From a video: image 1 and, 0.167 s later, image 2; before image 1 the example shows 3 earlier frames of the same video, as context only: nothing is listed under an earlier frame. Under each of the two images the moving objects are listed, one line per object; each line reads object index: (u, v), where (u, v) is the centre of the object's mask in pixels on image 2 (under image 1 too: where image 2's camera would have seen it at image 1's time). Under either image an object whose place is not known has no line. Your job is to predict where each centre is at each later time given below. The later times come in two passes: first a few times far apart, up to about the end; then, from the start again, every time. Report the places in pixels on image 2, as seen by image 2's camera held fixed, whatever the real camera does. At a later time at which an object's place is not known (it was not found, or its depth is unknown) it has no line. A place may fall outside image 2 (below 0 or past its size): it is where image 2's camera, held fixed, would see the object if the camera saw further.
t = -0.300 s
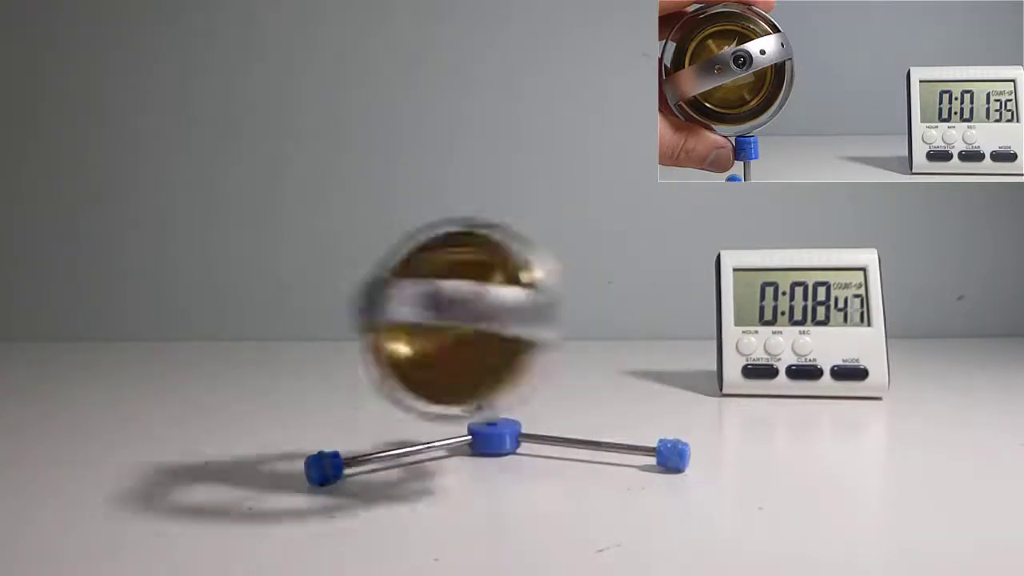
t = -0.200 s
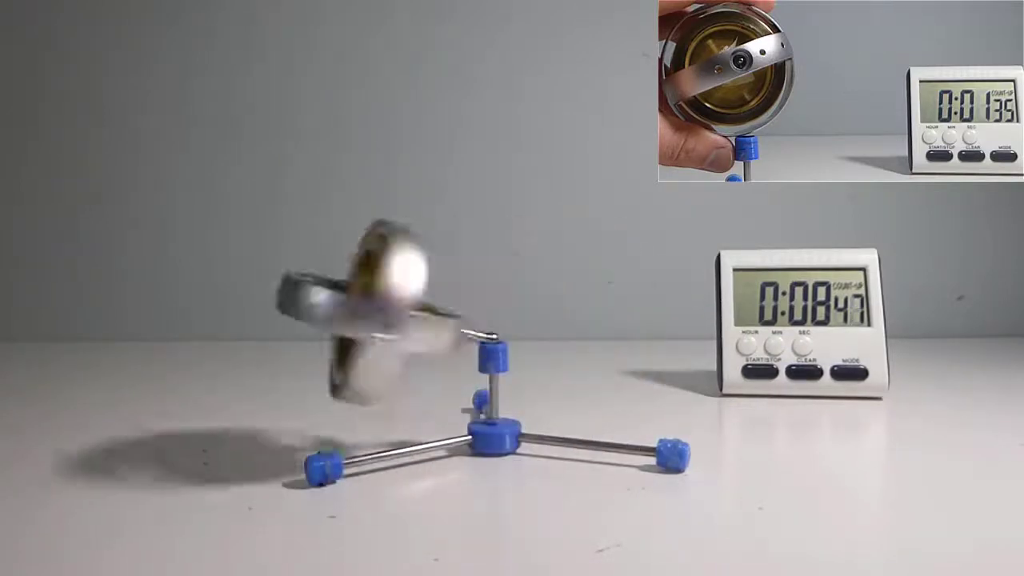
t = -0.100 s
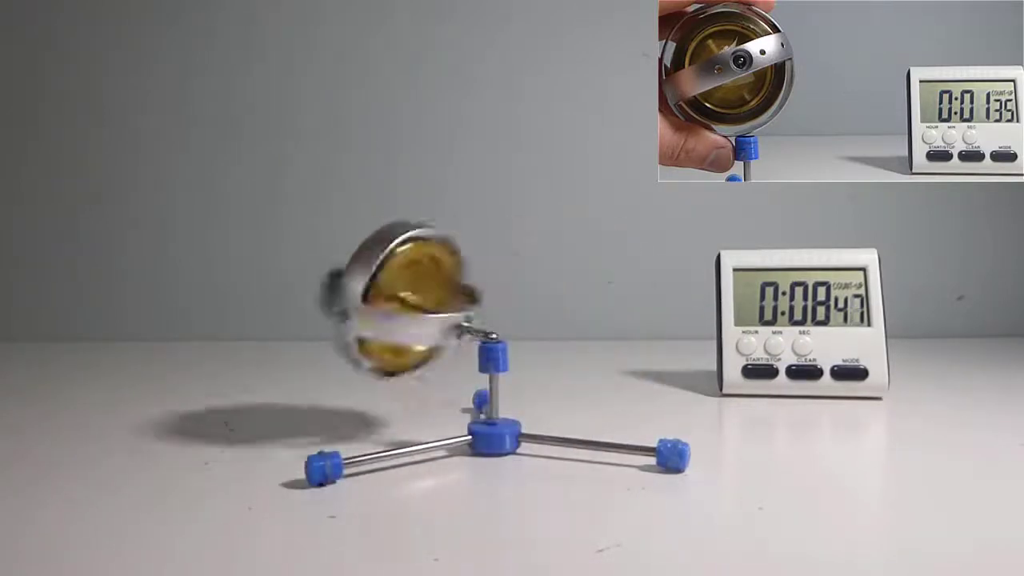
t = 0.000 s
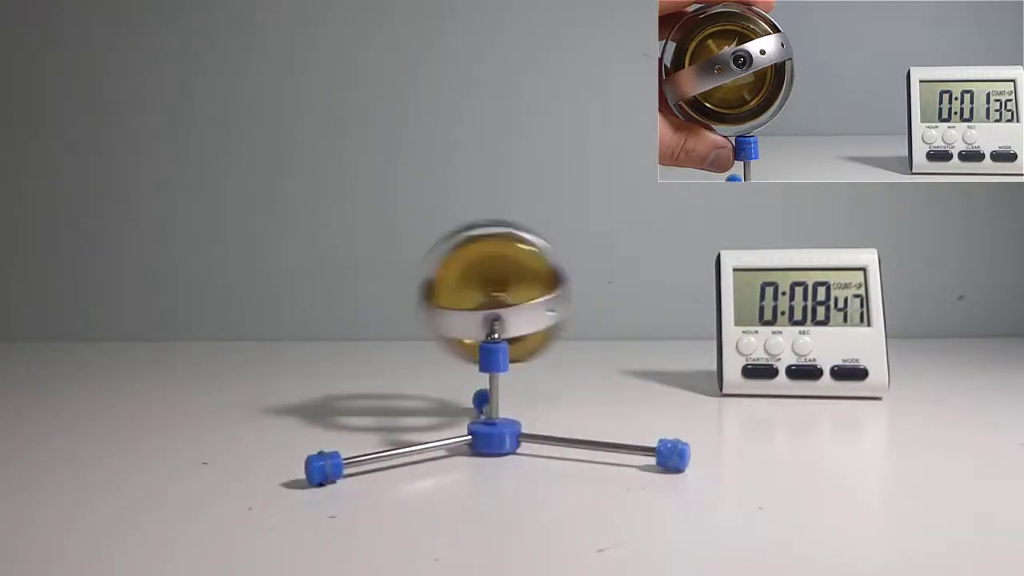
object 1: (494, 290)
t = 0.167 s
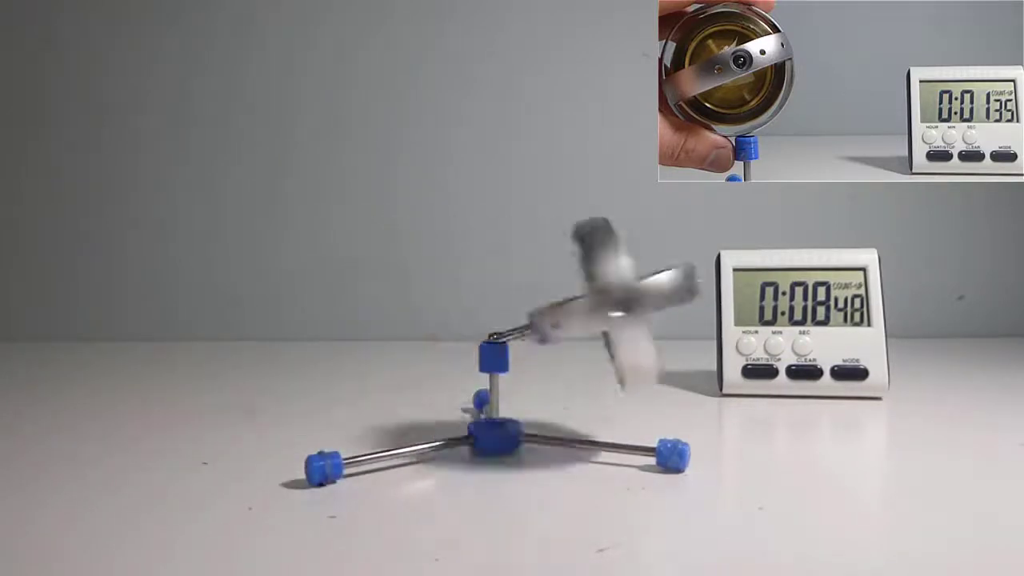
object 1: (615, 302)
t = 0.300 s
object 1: (528, 322)
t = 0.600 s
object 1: (443, 292)
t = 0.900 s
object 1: (582, 315)
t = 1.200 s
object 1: (395, 299)
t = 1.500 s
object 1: (611, 294)
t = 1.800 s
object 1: (367, 308)
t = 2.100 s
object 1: (604, 301)
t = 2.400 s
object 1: (385, 317)
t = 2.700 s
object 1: (555, 296)
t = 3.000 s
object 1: (446, 319)
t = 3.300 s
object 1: (491, 292)
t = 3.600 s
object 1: (538, 322)
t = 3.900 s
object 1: (424, 299)
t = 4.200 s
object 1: (600, 317)
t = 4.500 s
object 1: (375, 308)
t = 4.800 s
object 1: (614, 306)
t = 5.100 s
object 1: (373, 316)
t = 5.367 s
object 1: (546, 298)
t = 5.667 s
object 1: (460, 321)
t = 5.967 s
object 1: (477, 295)
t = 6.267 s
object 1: (553, 323)
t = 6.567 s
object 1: (407, 304)
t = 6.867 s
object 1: (608, 316)
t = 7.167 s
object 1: (369, 313)
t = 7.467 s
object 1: (610, 308)
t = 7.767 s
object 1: (381, 322)
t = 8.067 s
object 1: (561, 302)
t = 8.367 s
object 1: (443, 327)
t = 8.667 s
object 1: (491, 299)
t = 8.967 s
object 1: (541, 329)
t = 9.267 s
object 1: (417, 305)
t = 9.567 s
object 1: (604, 320)
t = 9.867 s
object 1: (371, 314)
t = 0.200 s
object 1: (610, 306)
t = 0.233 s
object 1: (593, 313)
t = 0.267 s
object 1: (563, 315)
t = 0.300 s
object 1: (528, 322)
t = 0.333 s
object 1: (477, 320)
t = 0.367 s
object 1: (434, 320)
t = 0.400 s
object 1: (398, 316)
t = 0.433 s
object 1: (377, 314)
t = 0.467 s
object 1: (369, 310)
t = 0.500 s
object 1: (371, 306)
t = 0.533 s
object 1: (388, 300)
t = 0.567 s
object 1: (414, 297)
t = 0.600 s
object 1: (443, 292)
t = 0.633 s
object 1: (477, 290)
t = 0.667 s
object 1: (510, 291)
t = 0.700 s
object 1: (542, 292)
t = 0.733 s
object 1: (572, 294)
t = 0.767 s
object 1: (597, 297)
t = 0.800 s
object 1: (611, 301)
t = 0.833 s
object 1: (615, 303)
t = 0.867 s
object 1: (605, 308)
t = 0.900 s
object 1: (582, 315)
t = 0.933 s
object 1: (550, 317)
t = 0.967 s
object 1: (511, 321)
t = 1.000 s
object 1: (459, 316)
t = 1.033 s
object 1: (419, 320)
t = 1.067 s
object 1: (390, 314)
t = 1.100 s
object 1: (373, 313)
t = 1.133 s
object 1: (367, 310)
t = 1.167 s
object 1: (376, 305)
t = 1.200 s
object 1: (395, 299)
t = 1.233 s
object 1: (423, 296)
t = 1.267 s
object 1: (452, 292)
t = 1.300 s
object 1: (486, 290)
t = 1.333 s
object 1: (520, 291)
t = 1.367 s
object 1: (550, 294)
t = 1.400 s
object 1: (582, 297)
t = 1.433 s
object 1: (602, 300)
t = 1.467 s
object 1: (614, 302)
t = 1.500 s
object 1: (611, 294)
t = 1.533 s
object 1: (600, 312)
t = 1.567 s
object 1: (573, 315)
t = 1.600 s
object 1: (540, 319)
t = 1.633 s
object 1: (499, 323)
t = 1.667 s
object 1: (450, 318)
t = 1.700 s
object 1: (412, 320)
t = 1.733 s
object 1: (385, 316)
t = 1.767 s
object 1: (371, 311)
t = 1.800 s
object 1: (367, 308)
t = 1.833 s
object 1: (378, 305)
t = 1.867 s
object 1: (399, 300)
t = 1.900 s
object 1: (427, 296)
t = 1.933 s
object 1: (457, 291)
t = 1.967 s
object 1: (492, 290)
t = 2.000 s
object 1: (525, 291)
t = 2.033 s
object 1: (555, 294)
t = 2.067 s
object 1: (584, 297)
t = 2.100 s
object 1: (604, 301)
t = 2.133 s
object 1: (616, 302)
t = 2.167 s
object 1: (614, 293)
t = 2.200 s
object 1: (598, 314)
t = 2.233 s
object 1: (569, 316)
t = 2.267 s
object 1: (538, 320)
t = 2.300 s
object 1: (494, 323)
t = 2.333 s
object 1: (448, 319)
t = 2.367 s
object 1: (410, 318)
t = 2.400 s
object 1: (385, 317)
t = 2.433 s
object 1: (371, 313)
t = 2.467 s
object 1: (369, 310)
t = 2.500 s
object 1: (379, 304)
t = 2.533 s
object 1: (399, 299)
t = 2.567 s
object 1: (425, 296)
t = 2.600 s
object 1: (457, 292)
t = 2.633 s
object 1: (492, 292)
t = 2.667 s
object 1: (525, 293)
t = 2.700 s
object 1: (555, 296)
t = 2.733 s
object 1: (585, 299)
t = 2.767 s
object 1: (605, 303)
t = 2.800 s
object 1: (616, 304)
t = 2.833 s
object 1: (611, 296)
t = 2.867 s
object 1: (596, 315)
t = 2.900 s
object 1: (569, 316)
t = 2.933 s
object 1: (538, 320)
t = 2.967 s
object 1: (493, 321)
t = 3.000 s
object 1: (446, 319)
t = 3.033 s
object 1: (407, 317)
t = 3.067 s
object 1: (385, 319)
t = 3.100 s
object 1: (370, 315)
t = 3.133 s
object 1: (368, 311)
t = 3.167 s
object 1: (379, 306)
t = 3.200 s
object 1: (398, 301)
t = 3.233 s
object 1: (426, 297)
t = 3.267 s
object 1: (457, 292)
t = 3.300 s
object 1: (491, 292)
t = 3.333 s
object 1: (525, 293)
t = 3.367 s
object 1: (554, 296)
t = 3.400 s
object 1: (584, 299)
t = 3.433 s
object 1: (605, 304)
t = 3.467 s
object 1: (615, 306)
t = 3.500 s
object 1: (613, 297)
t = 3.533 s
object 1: (598, 316)
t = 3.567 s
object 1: (569, 318)
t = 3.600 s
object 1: (538, 322)
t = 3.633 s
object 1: (495, 320)
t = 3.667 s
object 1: (448, 318)
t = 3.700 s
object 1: (406, 316)
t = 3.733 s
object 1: (385, 320)
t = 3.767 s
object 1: (370, 316)
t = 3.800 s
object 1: (366, 313)
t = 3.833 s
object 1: (378, 307)
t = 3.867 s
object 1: (397, 302)
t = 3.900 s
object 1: (424, 299)
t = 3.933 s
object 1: (456, 293)
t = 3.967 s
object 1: (491, 293)
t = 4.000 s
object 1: (523, 293)
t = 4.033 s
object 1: (552, 296)
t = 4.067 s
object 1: (583, 299)
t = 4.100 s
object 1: (604, 303)
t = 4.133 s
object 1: (615, 306)
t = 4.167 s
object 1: (614, 298)
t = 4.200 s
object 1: (600, 317)
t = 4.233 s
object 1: (571, 320)
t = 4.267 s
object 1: (539, 323)
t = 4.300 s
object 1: (498, 323)
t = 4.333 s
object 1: (450, 319)
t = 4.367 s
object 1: (413, 320)
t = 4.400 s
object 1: (387, 316)
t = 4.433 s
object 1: (372, 314)
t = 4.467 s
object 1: (367, 312)
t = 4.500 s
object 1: (375, 308)
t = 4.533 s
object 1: (393, 304)
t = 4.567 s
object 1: (420, 301)
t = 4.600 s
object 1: (451, 296)
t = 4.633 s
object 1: (486, 295)
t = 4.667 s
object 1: (520, 295)
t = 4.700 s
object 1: (550, 297)
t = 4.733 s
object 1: (581, 300)
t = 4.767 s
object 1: (602, 303)
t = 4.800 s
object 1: (614, 306)
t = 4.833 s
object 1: (615, 295)
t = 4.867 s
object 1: (602, 316)
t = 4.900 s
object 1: (577, 320)
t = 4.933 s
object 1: (545, 324)
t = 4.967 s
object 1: (506, 323)
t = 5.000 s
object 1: (456, 322)
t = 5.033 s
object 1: (416, 322)
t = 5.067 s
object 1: (389, 319)
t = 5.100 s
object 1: (373, 316)
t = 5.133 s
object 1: (366, 313)
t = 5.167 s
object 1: (373, 310)
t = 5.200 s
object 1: (389, 305)
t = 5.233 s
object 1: (415, 300)
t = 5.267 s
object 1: (447, 296)
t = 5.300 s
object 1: (481, 296)
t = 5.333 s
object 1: (516, 296)
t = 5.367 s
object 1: (546, 298)
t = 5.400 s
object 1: (577, 300)
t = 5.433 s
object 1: (601, 304)
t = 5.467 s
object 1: (613, 306)
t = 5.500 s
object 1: (614, 298)
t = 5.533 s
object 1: (604, 317)
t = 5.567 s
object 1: (580, 321)
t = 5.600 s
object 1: (548, 323)
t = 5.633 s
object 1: (512, 324)
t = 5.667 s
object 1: (460, 321)
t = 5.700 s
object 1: (419, 326)
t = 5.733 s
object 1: (392, 320)
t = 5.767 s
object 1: (374, 317)
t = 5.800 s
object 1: (366, 315)
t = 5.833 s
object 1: (372, 311)
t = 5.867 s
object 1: (388, 305)
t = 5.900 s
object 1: (411, 302)
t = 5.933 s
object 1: (443, 297)
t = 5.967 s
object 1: (477, 295)
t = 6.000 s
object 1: (512, 297)
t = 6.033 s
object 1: (543, 298)
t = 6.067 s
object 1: (574, 301)
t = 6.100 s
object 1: (598, 304)
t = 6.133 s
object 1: (612, 307)
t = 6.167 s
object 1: (614, 312)
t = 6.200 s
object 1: (607, 316)
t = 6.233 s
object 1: (583, 321)
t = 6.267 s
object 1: (553, 323)
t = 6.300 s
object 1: (517, 322)
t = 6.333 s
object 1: (464, 321)
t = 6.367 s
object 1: (426, 325)
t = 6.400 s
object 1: (396, 320)
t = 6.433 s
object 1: (376, 320)
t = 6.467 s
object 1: (366, 317)
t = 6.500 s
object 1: (370, 313)
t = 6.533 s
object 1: (386, 307)
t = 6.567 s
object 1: (407, 304)
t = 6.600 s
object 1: (439, 298)
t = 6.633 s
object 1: (472, 296)
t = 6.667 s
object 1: (507, 296)
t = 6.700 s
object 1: (538, 297)
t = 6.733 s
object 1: (570, 300)
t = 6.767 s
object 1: (595, 304)
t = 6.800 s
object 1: (611, 307)
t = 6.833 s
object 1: (615, 310)
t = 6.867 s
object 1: (608, 316)
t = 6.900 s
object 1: (587, 321)
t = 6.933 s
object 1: (558, 323)
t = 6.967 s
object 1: (522, 324)
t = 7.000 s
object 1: (471, 323)
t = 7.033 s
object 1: (430, 324)
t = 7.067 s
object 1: (398, 322)
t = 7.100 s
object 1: (379, 323)
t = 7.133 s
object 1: (368, 319)
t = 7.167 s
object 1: (369, 313)
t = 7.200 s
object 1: (381, 308)
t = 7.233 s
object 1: (403, 305)
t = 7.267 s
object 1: (432, 301)
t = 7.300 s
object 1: (466, 297)
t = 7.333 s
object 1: (502, 298)
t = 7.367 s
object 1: (534, 298)
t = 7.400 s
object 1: (566, 302)
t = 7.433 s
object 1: (592, 304)
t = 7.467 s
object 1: (610, 308)
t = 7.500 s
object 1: (618, 309)
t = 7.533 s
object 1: (615, 305)
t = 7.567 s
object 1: (592, 321)
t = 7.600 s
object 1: (562, 325)
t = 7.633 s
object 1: (529, 326)
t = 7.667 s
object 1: (479, 326)
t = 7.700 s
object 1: (436, 325)
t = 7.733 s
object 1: (403, 323)
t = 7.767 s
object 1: (381, 322)
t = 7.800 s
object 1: (371, 319)
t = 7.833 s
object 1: (368, 316)
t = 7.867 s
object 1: (380, 311)
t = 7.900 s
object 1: (400, 306)
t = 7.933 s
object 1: (427, 303)
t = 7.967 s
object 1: (461, 298)
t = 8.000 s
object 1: (496, 298)
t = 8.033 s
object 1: (529, 298)
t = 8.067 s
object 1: (561, 302)
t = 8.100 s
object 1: (590, 304)
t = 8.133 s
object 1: (608, 308)
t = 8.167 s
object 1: (617, 310)
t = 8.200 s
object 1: (614, 314)
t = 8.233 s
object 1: (596, 321)
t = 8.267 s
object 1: (567, 325)
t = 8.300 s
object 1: (535, 327)
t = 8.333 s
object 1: (490, 327)
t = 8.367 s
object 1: (443, 327)
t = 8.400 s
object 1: (405, 322)
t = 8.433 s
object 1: (380, 319)
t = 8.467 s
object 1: (369, 317)
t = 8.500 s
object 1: (365, 316)
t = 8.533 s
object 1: (378, 312)
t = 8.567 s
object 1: (396, 308)
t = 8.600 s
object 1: (422, 304)
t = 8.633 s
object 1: (455, 298)
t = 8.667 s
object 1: (491, 299)
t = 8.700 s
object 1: (523, 299)
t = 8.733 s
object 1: (555, 301)
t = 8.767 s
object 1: (585, 304)
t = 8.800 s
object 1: (604, 307)
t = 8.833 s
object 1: (616, 309)
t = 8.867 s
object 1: (616, 303)
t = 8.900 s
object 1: (601, 321)
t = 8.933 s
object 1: (574, 327)
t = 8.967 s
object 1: (541, 329)
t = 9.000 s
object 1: (502, 326)
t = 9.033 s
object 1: (449, 326)
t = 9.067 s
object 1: (413, 329)
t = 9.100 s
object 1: (385, 323)
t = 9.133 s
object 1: (373, 322)
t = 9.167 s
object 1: (369, 318)
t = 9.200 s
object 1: (376, 313)
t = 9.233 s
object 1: (391, 309)
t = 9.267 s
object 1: (417, 305)
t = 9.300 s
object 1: (448, 300)
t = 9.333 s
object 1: (484, 299)
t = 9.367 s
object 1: (517, 299)
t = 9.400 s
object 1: (549, 302)
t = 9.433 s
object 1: (580, 304)
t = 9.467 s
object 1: (602, 308)
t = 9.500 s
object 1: (615, 309)
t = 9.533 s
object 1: (616, 314)
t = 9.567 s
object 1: (604, 320)
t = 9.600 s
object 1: (581, 325)
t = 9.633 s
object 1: (548, 327)
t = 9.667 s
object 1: (511, 325)
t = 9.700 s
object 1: (458, 328)
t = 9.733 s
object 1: (419, 333)
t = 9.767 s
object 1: (390, 326)
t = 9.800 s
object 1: (372, 323)
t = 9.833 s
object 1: (365, 319)
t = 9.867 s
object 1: (371, 314)
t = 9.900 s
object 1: (387, 309)
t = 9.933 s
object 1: (412, 306)
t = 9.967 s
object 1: (441, 300)
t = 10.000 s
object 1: (475, 299)
